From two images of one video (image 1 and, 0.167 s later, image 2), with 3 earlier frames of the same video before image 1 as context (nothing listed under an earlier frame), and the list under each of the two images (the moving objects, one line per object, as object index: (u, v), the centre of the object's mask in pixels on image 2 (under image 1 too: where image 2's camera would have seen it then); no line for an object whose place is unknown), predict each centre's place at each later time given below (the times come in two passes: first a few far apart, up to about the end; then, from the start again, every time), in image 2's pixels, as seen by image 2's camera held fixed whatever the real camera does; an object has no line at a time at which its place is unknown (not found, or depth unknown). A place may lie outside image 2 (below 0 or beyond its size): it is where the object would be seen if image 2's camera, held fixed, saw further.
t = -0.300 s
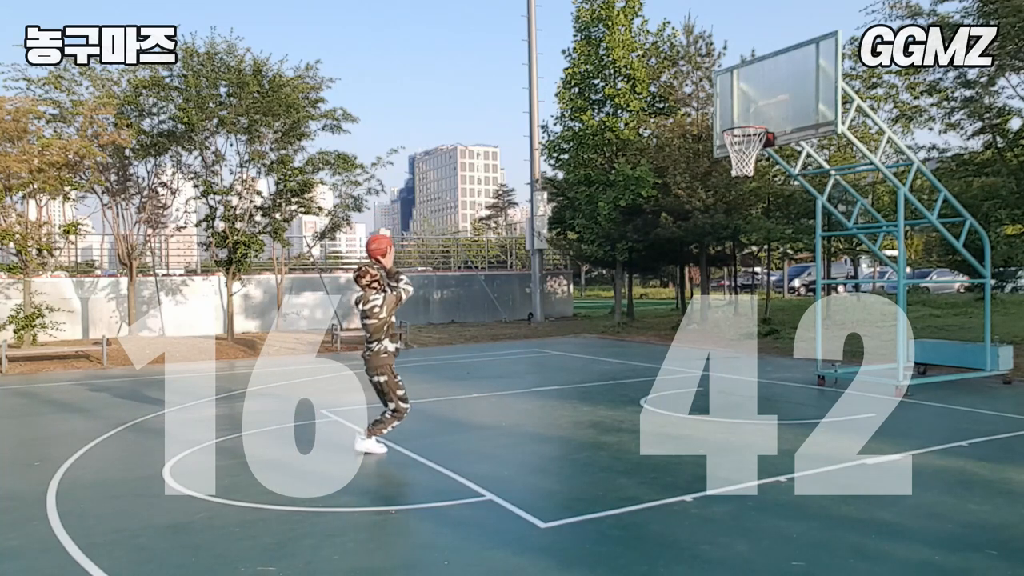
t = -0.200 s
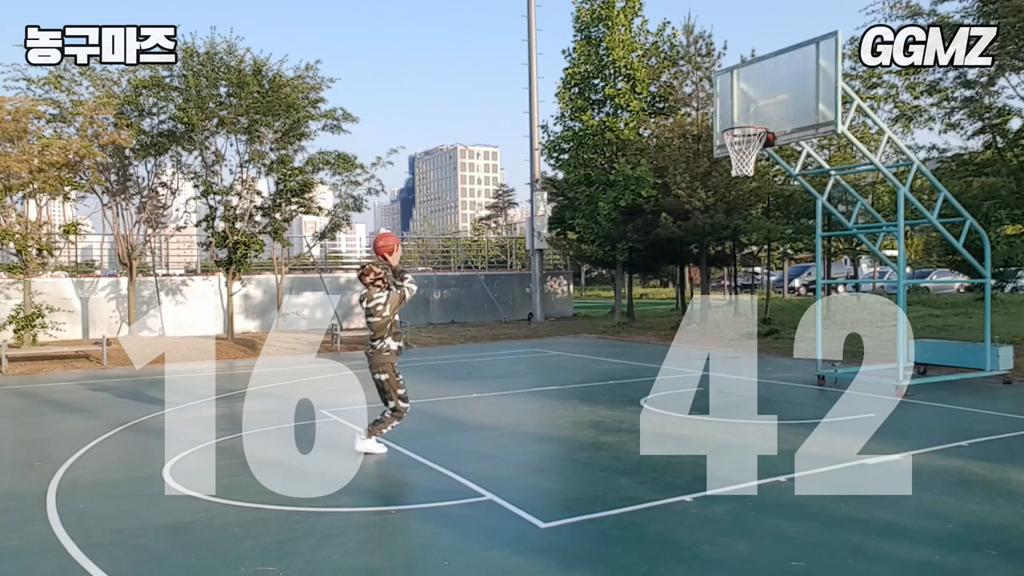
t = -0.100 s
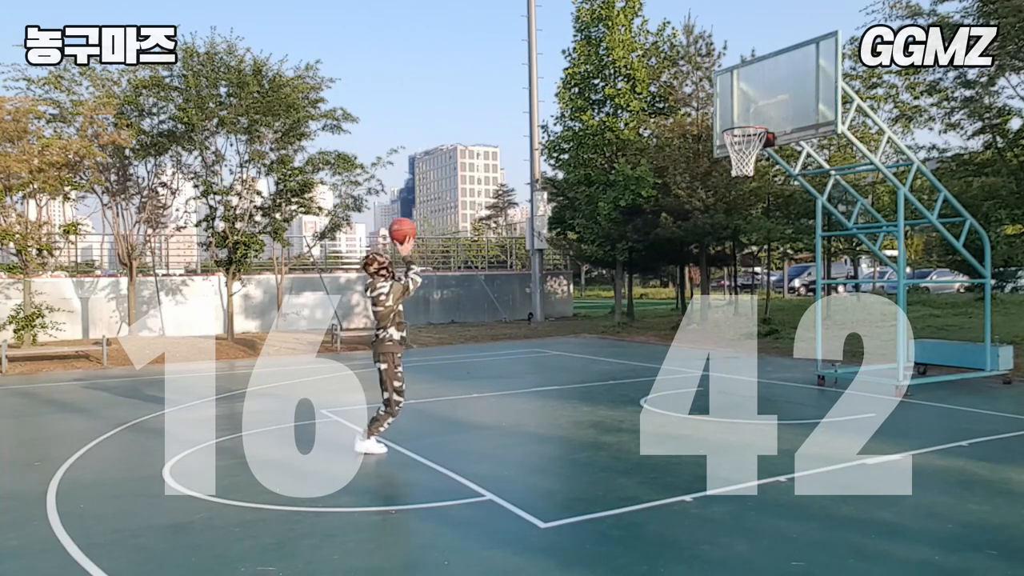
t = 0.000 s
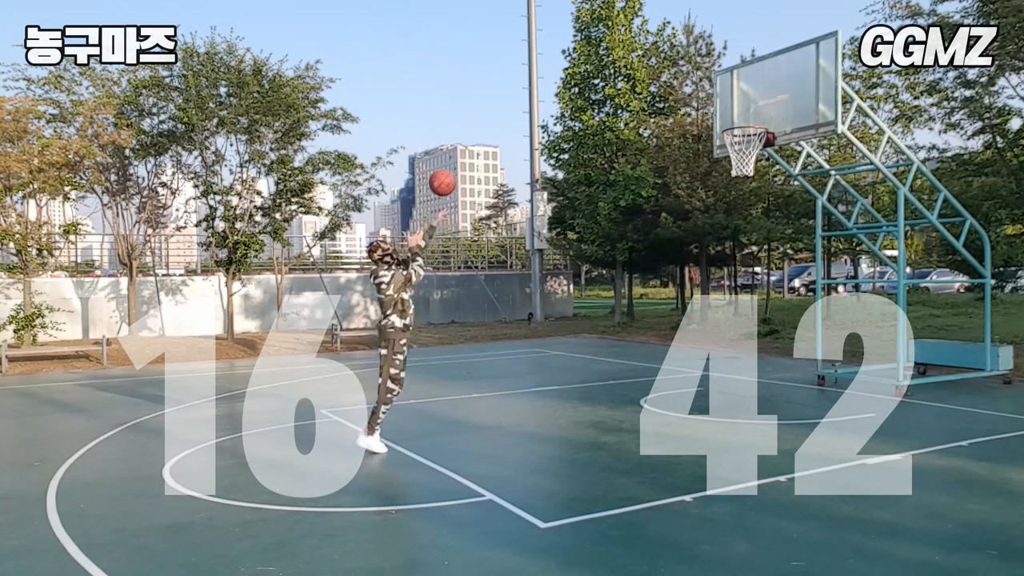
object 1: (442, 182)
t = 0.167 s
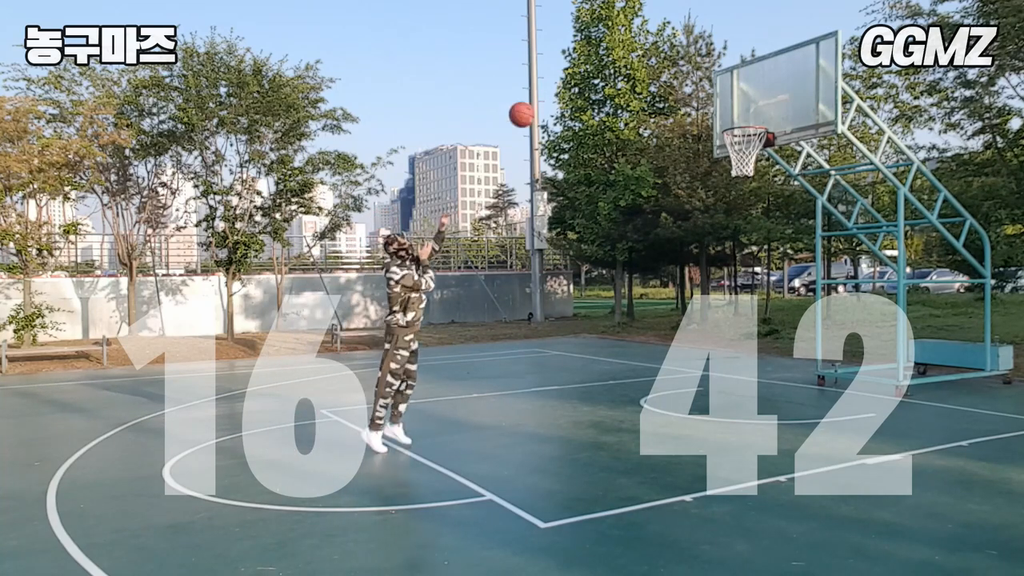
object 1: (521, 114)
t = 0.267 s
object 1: (566, 90)
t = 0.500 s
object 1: (661, 76)
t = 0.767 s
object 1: (752, 116)
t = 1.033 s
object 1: (750, 108)
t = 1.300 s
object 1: (729, 117)
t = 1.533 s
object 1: (738, 129)
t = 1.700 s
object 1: (753, 160)
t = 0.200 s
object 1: (536, 105)
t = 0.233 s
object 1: (551, 97)
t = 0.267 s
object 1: (566, 90)
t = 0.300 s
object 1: (580, 85)
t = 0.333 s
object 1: (594, 80)
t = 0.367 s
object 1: (608, 77)
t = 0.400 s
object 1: (621, 76)
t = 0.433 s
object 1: (635, 75)
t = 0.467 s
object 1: (647, 75)
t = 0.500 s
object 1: (661, 76)
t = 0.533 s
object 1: (673, 78)
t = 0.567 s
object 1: (685, 82)
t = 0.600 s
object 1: (697, 86)
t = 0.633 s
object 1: (709, 91)
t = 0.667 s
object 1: (721, 98)
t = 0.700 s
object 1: (732, 105)
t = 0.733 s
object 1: (743, 113)
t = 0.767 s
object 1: (752, 116)
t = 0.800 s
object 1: (757, 117)
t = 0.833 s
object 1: (763, 118)
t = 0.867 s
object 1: (766, 117)
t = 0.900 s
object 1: (769, 115)
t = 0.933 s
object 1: (764, 112)
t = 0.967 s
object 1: (760, 110)
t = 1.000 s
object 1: (755, 108)
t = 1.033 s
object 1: (750, 108)
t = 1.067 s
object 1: (746, 108)
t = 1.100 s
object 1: (741, 110)
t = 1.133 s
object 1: (737, 112)
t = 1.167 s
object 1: (732, 115)
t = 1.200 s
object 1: (728, 119)
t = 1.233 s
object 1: (727, 119)
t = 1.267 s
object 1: (728, 117)
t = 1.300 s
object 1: (729, 117)
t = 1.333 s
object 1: (730, 117)
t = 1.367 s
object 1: (731, 118)
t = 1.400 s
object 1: (731, 120)
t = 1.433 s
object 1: (732, 123)
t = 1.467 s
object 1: (733, 125)
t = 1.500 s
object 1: (735, 126)
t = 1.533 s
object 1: (738, 129)
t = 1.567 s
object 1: (741, 136)
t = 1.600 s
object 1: (743, 140)
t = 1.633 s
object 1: (746, 143)
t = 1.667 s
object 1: (749, 150)
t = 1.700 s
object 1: (753, 160)
